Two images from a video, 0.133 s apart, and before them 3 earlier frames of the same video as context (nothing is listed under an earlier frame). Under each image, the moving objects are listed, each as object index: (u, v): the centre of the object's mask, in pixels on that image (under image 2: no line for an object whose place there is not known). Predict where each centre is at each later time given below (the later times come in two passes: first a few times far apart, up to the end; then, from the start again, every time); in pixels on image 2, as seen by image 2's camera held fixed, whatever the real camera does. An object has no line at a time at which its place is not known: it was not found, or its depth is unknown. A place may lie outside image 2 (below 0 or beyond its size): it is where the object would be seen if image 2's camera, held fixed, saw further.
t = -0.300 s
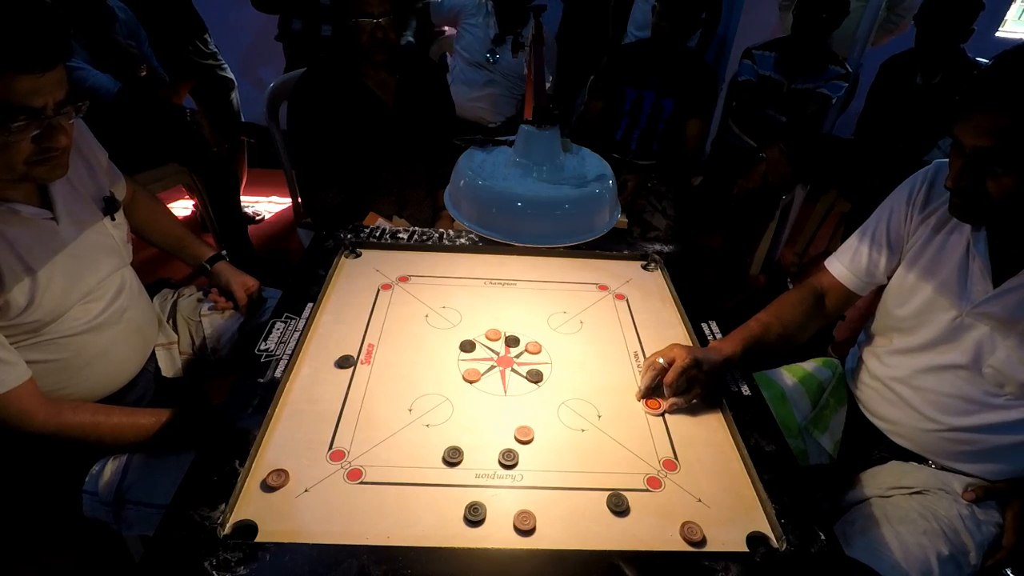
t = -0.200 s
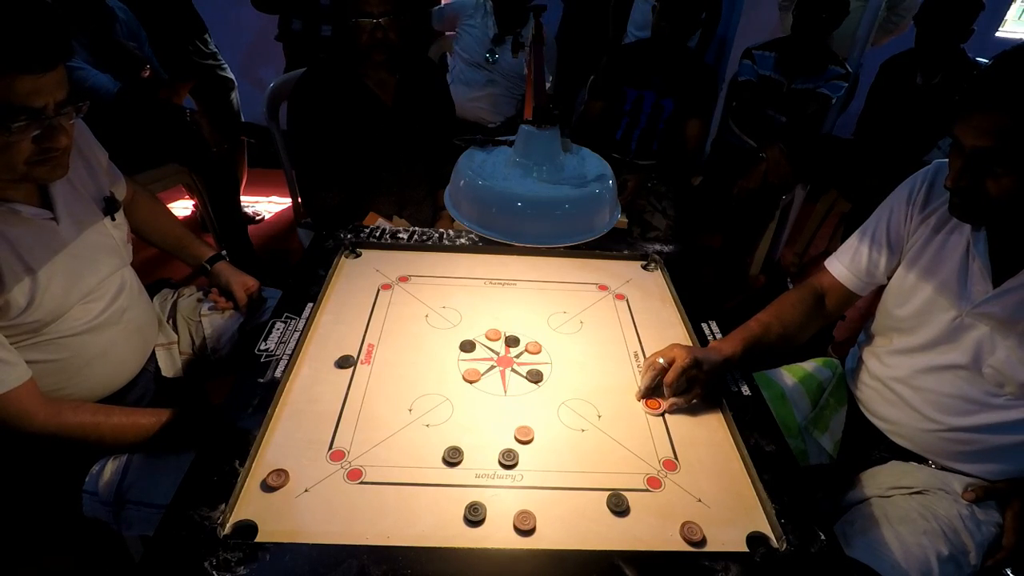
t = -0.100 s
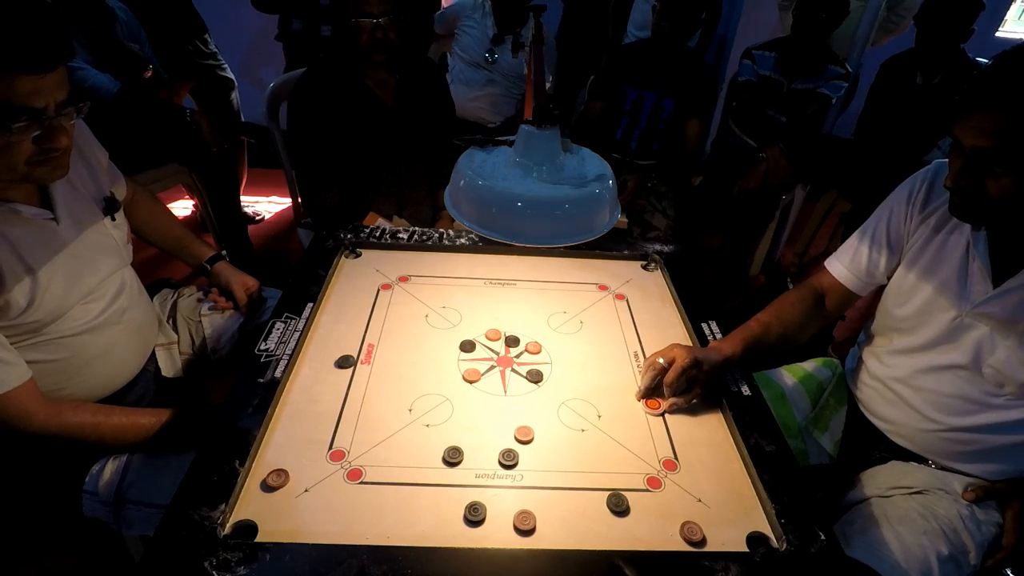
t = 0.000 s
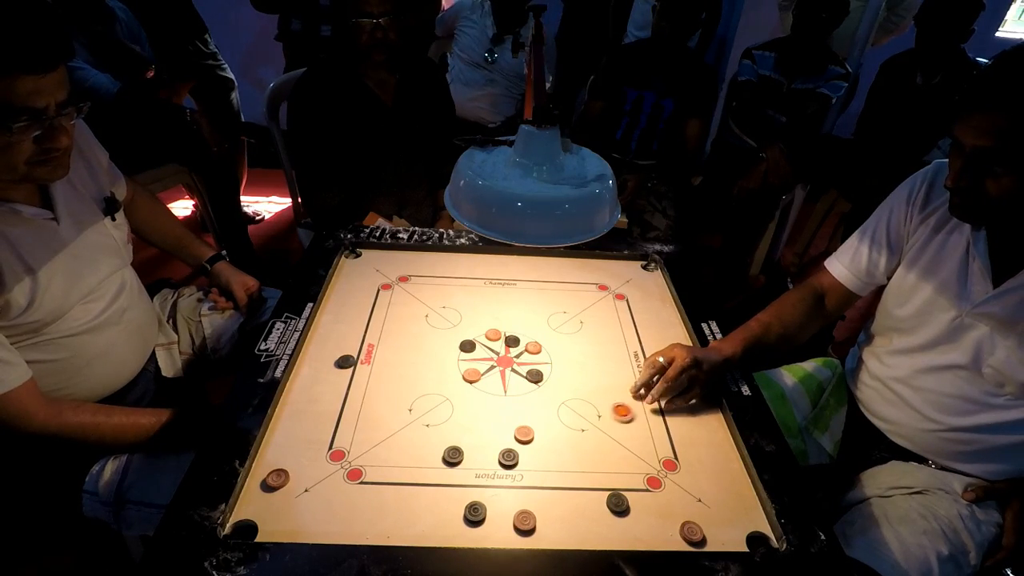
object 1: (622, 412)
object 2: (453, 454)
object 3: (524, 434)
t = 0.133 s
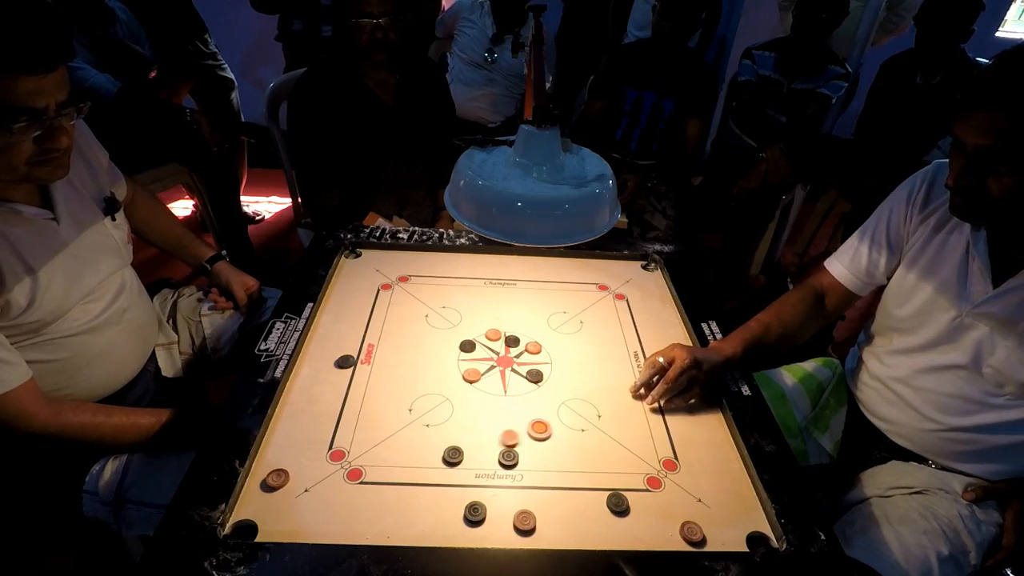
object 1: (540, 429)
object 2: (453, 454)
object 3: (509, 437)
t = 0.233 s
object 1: (507, 434)
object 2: (406, 471)
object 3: (467, 445)
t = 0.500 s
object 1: (471, 438)
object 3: (423, 458)
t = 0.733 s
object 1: (471, 438)
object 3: (414, 460)
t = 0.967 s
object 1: (471, 438)
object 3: (414, 460)
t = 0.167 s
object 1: (528, 431)
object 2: (453, 454)
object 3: (480, 445)
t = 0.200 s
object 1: (517, 433)
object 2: (433, 461)
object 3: (470, 446)
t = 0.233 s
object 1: (507, 434)
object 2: (406, 471)
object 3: (467, 445)
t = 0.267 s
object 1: (497, 436)
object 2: (380, 480)
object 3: (466, 445)
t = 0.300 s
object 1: (489, 437)
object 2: (354, 490)
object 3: (465, 445)
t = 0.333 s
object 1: (483, 438)
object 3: (458, 447)
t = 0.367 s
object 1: (479, 438)
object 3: (449, 450)
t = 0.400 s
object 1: (476, 438)
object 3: (441, 453)
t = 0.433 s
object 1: (474, 438)
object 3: (434, 455)
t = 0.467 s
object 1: (472, 438)
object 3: (428, 456)
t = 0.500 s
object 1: (471, 438)
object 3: (423, 458)
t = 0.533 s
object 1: (471, 438)
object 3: (419, 459)
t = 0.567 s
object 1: (471, 438)
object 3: (416, 459)
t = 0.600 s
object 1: (471, 438)
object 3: (414, 460)
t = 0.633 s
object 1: (471, 438)
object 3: (414, 460)
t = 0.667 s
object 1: (471, 438)
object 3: (414, 460)
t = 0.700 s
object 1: (471, 438)
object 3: (414, 460)
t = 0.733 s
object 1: (471, 438)
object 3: (414, 460)
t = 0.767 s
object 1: (471, 438)
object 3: (414, 460)
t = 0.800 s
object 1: (471, 438)
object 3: (414, 460)
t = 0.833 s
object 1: (471, 438)
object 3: (414, 460)
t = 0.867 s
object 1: (471, 438)
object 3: (414, 460)
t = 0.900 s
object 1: (471, 438)
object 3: (414, 460)
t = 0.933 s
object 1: (471, 438)
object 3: (414, 460)
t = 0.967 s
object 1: (471, 438)
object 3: (414, 460)
